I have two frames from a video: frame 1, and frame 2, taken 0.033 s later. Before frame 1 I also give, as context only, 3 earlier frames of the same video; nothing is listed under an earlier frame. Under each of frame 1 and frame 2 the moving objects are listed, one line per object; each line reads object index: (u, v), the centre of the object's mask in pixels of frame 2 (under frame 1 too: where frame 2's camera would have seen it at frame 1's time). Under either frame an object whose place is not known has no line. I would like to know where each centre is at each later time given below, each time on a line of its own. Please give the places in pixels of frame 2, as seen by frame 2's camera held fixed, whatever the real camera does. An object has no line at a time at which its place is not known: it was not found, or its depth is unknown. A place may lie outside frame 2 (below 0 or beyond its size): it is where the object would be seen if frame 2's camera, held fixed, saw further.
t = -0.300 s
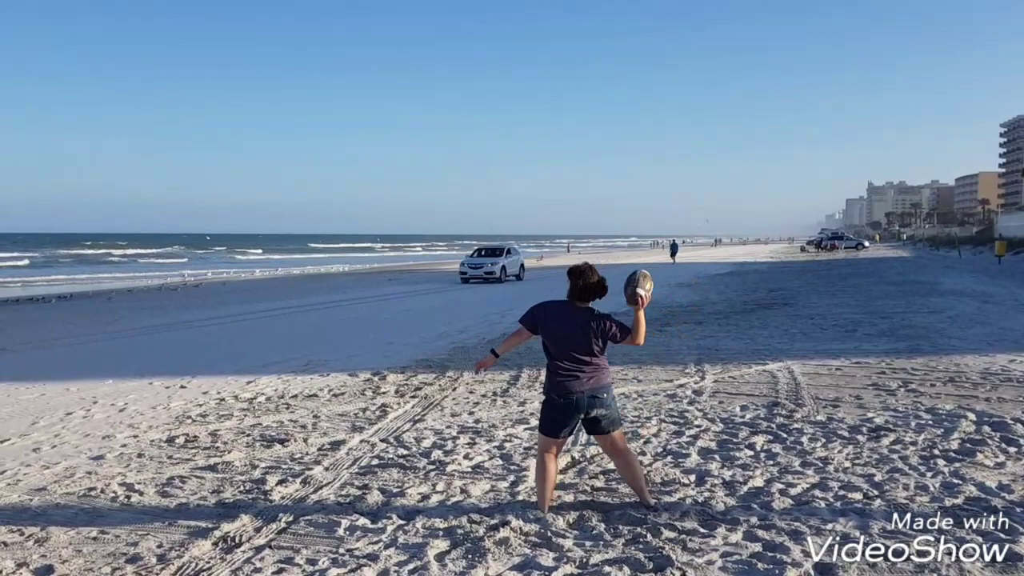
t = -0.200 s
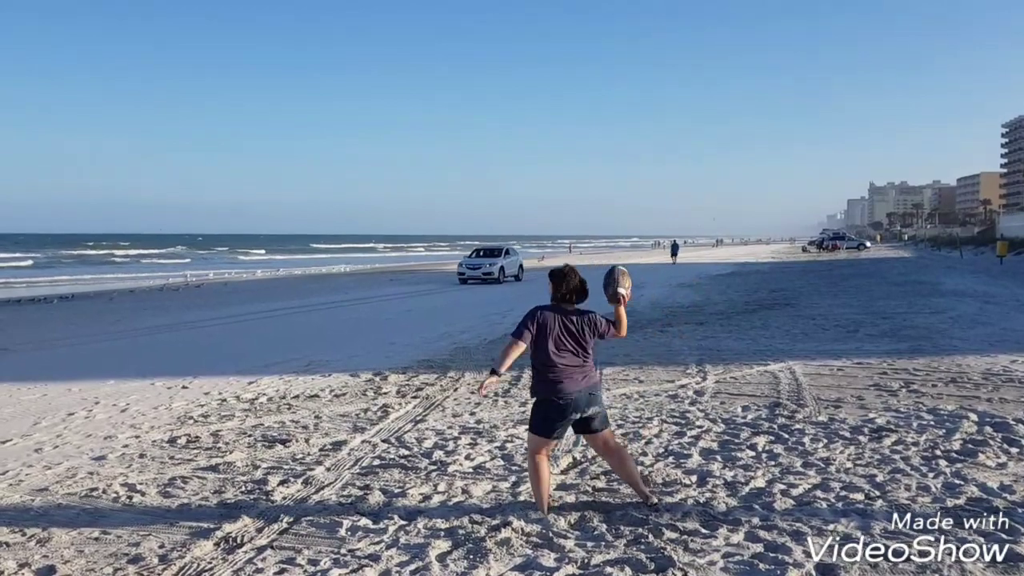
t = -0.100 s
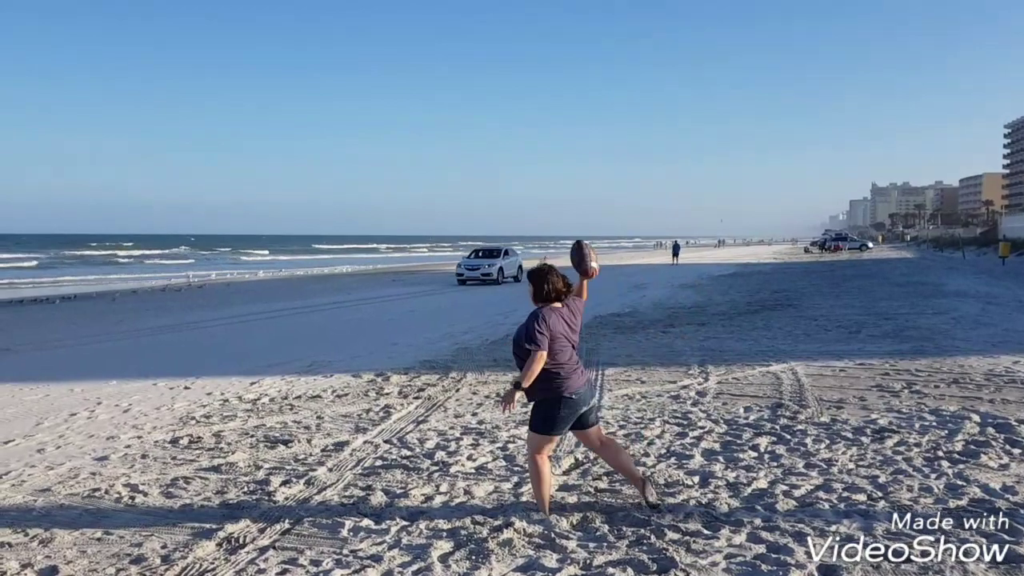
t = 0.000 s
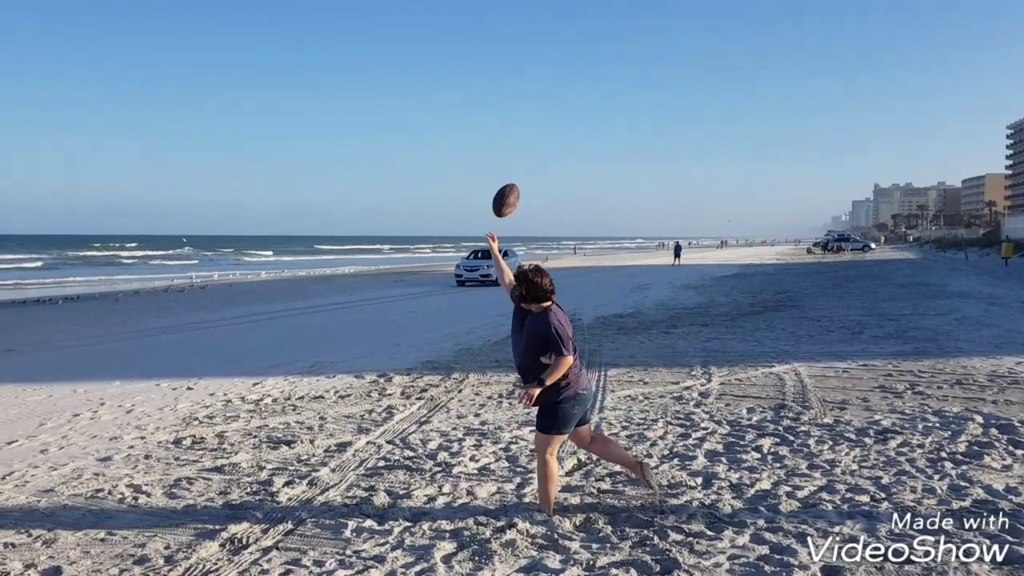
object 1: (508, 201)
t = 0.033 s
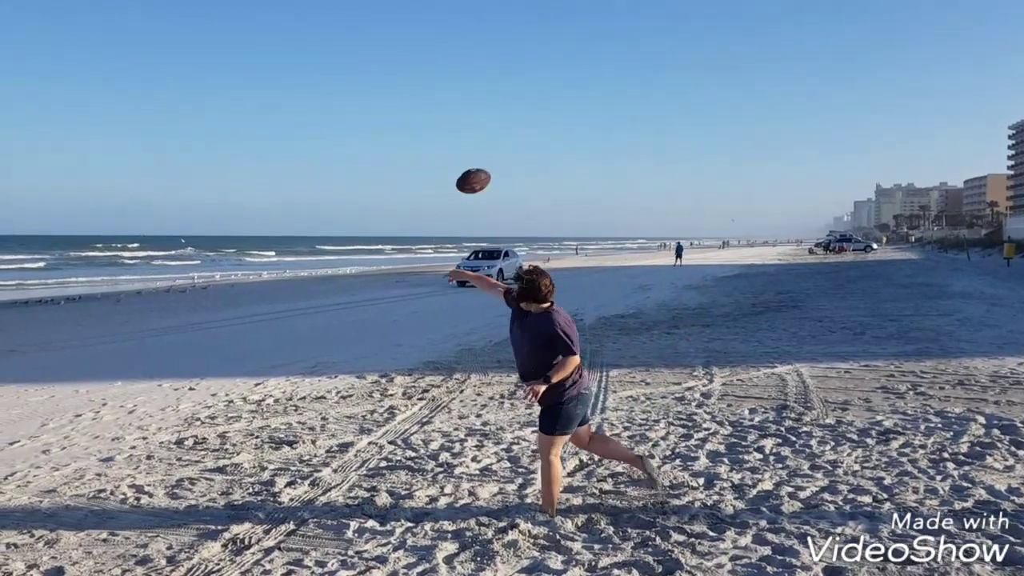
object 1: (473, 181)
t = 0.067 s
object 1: (440, 163)
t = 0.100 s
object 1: (407, 146)
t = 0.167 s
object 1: (347, 120)
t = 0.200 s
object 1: (317, 110)
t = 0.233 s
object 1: (289, 102)
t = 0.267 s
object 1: (261, 94)
